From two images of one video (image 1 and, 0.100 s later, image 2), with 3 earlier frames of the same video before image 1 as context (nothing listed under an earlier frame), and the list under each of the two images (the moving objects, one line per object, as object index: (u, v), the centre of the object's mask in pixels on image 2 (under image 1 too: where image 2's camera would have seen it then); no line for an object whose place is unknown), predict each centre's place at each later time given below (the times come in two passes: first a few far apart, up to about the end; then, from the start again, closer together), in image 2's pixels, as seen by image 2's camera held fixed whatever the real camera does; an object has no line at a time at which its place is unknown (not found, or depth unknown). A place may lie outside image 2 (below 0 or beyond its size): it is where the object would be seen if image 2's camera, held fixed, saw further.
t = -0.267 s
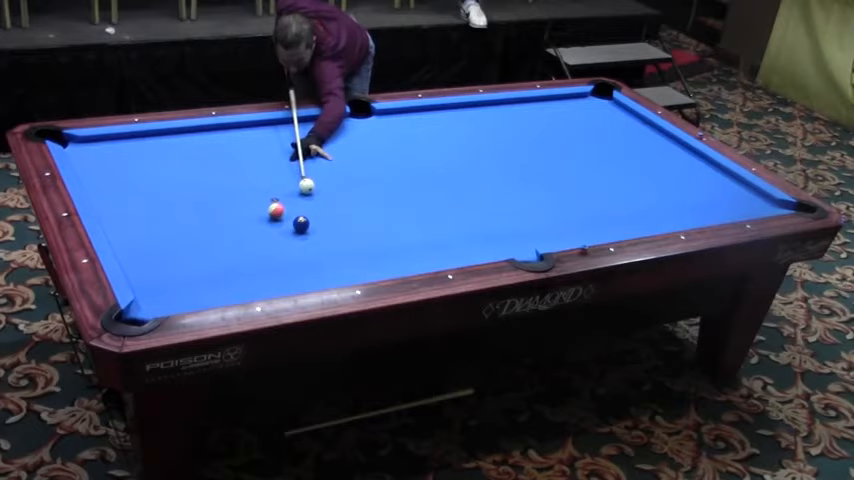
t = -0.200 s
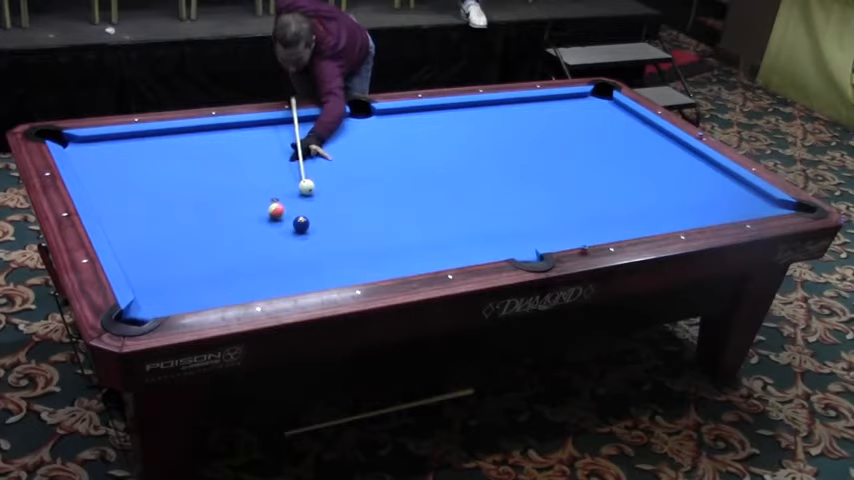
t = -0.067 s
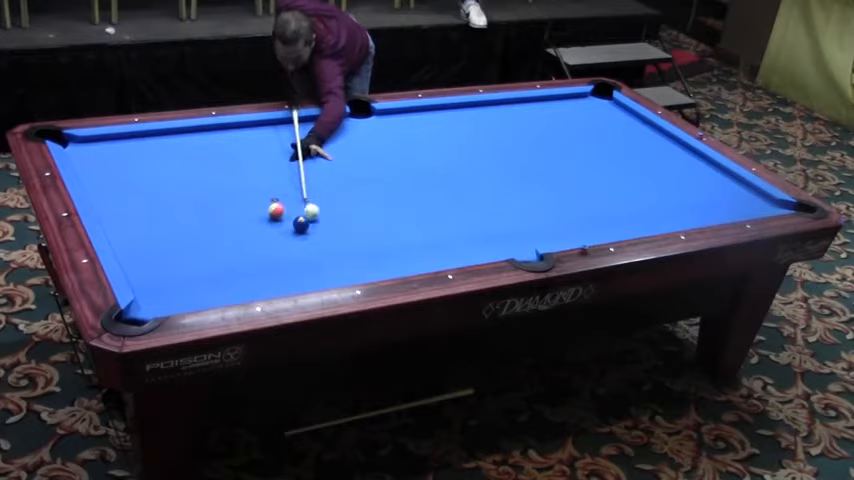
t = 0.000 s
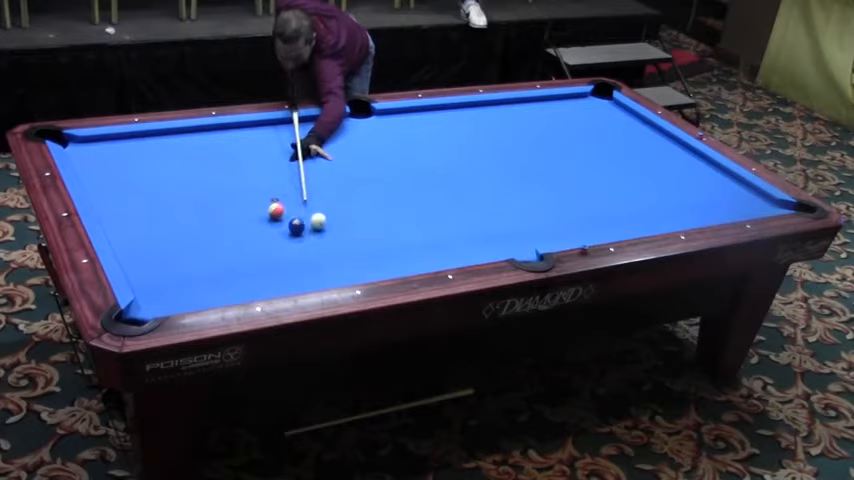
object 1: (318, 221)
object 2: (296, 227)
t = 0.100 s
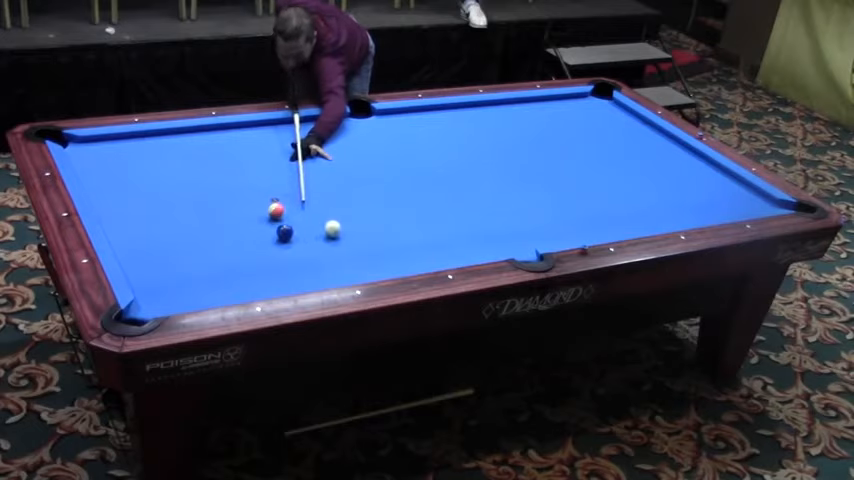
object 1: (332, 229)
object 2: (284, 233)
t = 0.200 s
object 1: (346, 235)
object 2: (273, 239)
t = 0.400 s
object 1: (373, 251)
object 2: (251, 250)
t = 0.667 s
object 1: (402, 262)
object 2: (220, 266)
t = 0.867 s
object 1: (397, 255)
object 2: (196, 278)
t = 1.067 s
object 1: (392, 246)
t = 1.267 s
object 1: (388, 239)
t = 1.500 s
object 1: (384, 230)
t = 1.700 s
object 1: (380, 223)
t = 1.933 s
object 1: (377, 216)
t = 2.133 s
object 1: (374, 211)
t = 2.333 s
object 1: (371, 206)
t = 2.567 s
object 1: (368, 200)
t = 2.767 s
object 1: (365, 196)
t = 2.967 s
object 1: (363, 193)
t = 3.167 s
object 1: (361, 189)
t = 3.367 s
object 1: (359, 186)
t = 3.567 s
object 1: (358, 183)
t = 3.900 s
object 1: (356, 180)
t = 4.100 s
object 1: (355, 178)
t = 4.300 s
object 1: (354, 177)
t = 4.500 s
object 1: (353, 176)
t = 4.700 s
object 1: (352, 175)
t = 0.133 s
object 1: (337, 231)
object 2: (281, 235)
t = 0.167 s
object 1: (341, 233)
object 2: (277, 237)
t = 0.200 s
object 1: (346, 235)
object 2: (273, 239)
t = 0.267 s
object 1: (354, 241)
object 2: (266, 243)
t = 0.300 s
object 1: (359, 243)
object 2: (262, 245)
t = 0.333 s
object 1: (363, 246)
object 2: (258, 246)
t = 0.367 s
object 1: (368, 248)
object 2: (254, 249)
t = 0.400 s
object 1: (373, 251)
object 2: (251, 250)
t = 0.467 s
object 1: (382, 255)
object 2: (243, 254)
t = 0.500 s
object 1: (386, 258)
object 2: (239, 256)
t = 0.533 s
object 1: (391, 260)
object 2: (235, 258)
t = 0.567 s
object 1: (395, 261)
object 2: (232, 260)
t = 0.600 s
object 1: (400, 263)
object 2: (228, 262)
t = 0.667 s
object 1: (402, 262)
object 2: (220, 266)
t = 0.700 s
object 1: (401, 261)
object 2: (216, 268)
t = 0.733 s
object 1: (400, 260)
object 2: (212, 270)
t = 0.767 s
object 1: (399, 259)
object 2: (208, 272)
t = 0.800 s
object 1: (398, 258)
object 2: (204, 274)
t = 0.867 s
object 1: (397, 255)
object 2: (196, 278)
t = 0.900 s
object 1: (396, 253)
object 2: (192, 280)
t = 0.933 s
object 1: (395, 252)
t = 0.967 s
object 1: (394, 251)
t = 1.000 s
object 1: (394, 249)
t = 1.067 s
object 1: (392, 246)
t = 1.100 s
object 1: (392, 245)
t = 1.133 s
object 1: (391, 244)
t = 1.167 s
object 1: (390, 242)
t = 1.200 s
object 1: (389, 241)
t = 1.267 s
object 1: (388, 239)
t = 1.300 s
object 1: (388, 237)
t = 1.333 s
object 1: (387, 236)
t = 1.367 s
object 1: (386, 235)
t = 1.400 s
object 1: (385, 233)
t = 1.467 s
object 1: (384, 231)
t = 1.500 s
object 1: (384, 230)
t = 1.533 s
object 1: (383, 229)
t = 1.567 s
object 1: (383, 228)
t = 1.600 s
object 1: (382, 227)
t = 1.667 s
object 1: (381, 224)
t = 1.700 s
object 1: (380, 223)
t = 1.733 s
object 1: (379, 222)
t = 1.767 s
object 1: (379, 221)
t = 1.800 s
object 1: (379, 220)
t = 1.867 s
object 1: (377, 218)
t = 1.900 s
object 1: (377, 217)
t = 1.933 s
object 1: (377, 216)
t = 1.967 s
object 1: (376, 216)
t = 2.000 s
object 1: (375, 214)
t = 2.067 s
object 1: (375, 213)
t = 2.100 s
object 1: (374, 212)
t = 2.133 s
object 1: (374, 211)
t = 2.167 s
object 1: (373, 210)
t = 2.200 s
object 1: (373, 209)
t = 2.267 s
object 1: (372, 207)
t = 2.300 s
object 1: (371, 207)
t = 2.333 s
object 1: (371, 206)
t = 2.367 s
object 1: (370, 205)
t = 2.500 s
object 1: (369, 202)
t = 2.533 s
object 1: (368, 201)
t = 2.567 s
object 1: (368, 200)
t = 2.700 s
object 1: (366, 197)
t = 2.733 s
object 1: (366, 197)
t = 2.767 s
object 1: (365, 196)
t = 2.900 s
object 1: (364, 194)
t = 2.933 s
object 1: (363, 193)
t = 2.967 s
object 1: (363, 193)
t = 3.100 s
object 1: (362, 190)
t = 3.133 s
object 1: (361, 190)
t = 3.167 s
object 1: (361, 189)
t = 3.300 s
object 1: (359, 187)
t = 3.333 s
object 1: (359, 187)
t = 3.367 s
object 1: (359, 186)
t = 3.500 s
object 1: (358, 184)
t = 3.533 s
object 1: (358, 184)
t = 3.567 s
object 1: (358, 183)
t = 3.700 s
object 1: (357, 182)
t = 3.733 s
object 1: (357, 181)
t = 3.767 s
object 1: (356, 181)
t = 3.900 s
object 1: (356, 180)
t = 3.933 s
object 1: (356, 179)
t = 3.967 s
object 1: (356, 179)
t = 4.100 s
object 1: (355, 178)
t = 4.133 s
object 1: (355, 178)
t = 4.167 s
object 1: (355, 177)
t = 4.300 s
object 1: (354, 177)
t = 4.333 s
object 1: (354, 176)
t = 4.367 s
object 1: (354, 176)
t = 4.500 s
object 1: (353, 176)
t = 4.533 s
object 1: (353, 175)
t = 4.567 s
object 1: (353, 175)
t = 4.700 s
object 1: (352, 175)
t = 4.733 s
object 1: (352, 175)
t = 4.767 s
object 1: (352, 175)
